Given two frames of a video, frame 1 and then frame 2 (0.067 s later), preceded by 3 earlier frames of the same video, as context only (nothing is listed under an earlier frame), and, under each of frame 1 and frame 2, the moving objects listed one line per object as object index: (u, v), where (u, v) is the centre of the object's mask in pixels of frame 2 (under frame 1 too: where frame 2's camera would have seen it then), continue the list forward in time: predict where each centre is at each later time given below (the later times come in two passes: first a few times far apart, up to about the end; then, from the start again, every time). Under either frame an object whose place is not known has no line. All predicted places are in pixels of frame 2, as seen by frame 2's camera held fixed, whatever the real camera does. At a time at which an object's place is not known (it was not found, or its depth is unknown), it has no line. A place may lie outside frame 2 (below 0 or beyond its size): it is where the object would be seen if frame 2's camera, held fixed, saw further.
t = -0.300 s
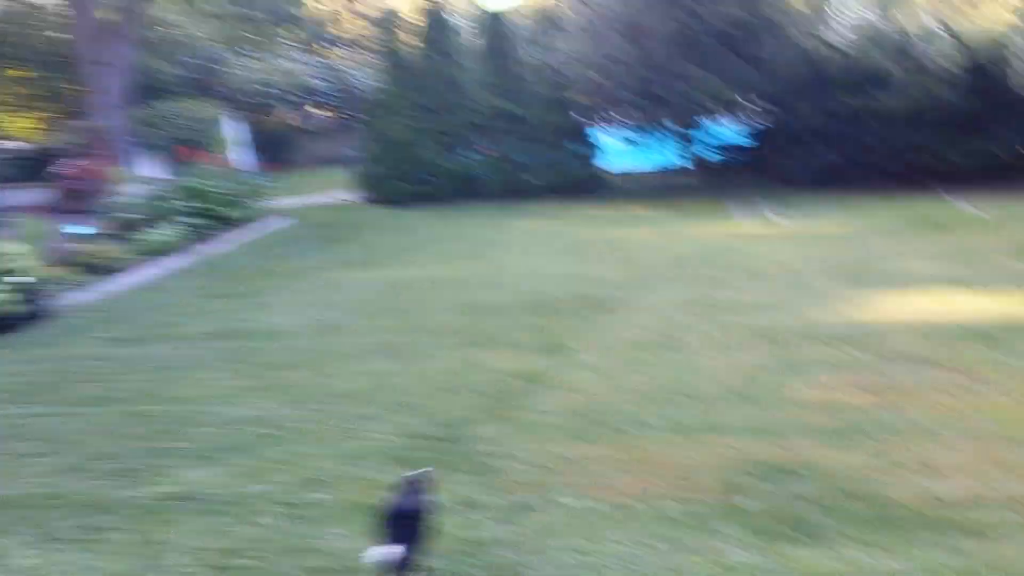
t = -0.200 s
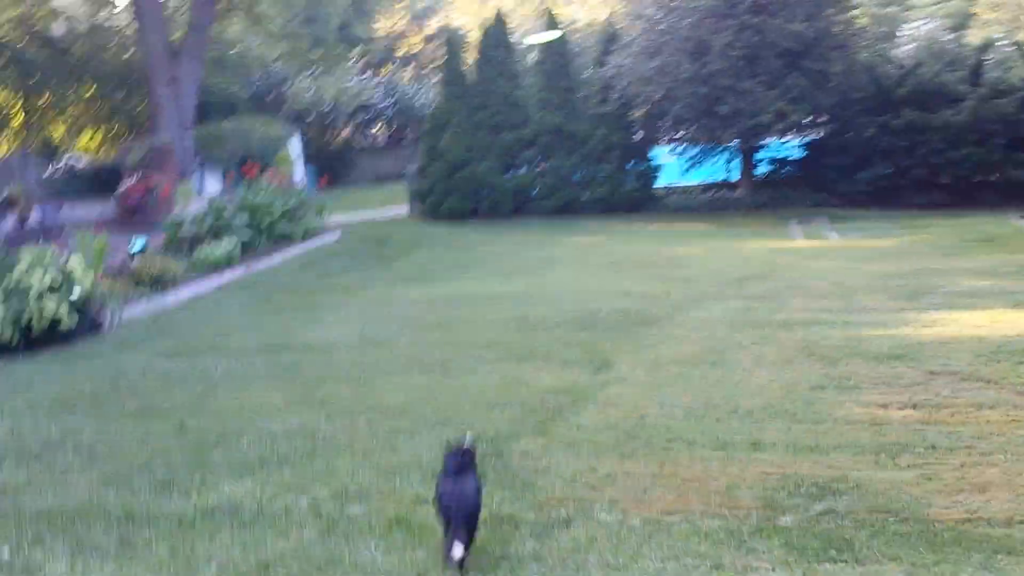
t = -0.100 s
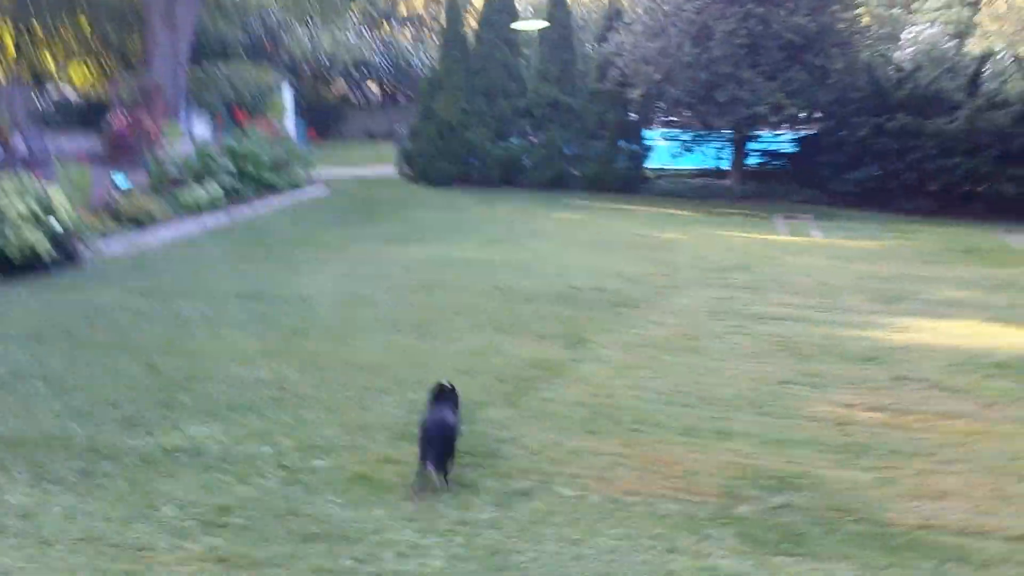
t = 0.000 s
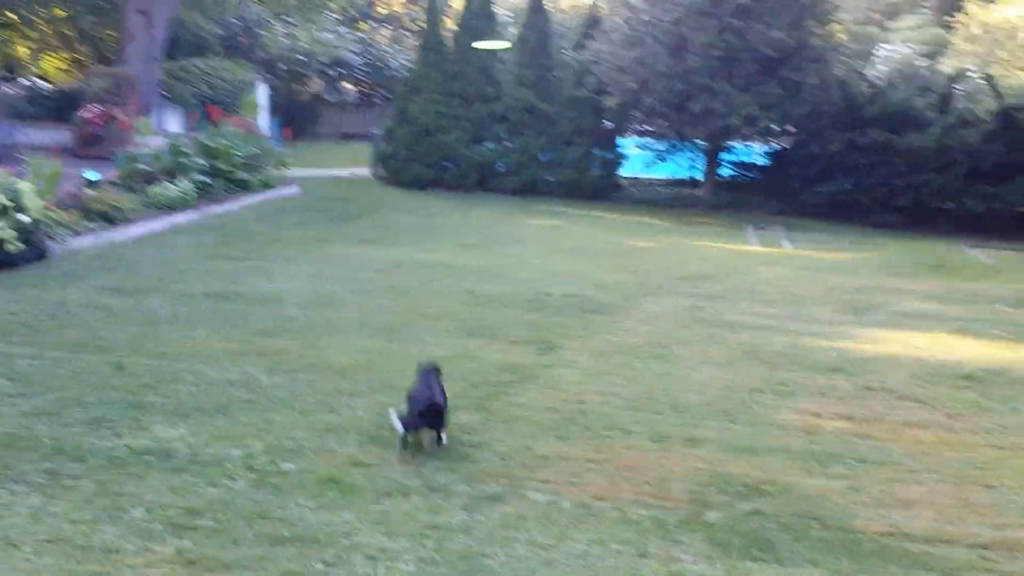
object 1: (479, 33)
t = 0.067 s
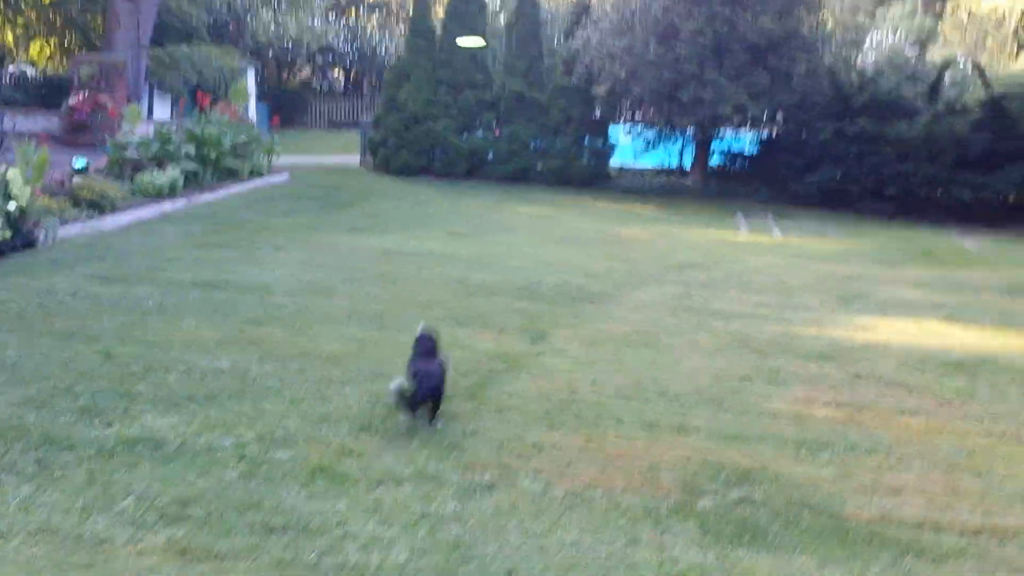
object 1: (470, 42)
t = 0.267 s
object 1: (442, 72)
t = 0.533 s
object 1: (415, 114)
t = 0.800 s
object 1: (397, 153)
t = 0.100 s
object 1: (467, 46)
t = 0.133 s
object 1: (463, 50)
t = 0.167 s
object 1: (456, 57)
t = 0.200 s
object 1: (451, 62)
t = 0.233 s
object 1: (447, 66)
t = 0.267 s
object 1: (442, 72)
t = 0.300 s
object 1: (439, 77)
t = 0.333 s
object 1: (437, 82)
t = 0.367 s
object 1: (432, 88)
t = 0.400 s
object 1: (428, 93)
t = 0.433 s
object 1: (424, 98)
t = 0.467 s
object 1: (420, 103)
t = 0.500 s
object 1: (417, 108)
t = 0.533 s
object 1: (415, 114)
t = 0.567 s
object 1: (412, 119)
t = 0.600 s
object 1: (408, 124)
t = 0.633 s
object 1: (406, 129)
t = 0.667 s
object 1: (404, 134)
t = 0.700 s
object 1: (402, 139)
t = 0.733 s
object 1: (400, 143)
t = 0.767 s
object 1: (399, 148)
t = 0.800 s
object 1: (397, 153)
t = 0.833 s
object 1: (396, 158)
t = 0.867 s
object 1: (395, 163)
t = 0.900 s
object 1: (395, 167)
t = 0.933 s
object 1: (393, 172)
